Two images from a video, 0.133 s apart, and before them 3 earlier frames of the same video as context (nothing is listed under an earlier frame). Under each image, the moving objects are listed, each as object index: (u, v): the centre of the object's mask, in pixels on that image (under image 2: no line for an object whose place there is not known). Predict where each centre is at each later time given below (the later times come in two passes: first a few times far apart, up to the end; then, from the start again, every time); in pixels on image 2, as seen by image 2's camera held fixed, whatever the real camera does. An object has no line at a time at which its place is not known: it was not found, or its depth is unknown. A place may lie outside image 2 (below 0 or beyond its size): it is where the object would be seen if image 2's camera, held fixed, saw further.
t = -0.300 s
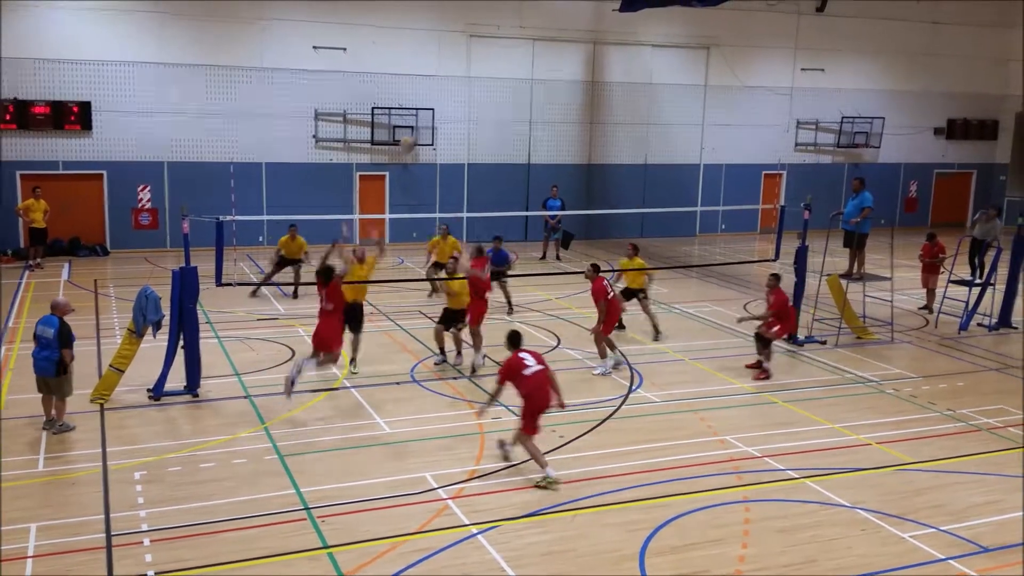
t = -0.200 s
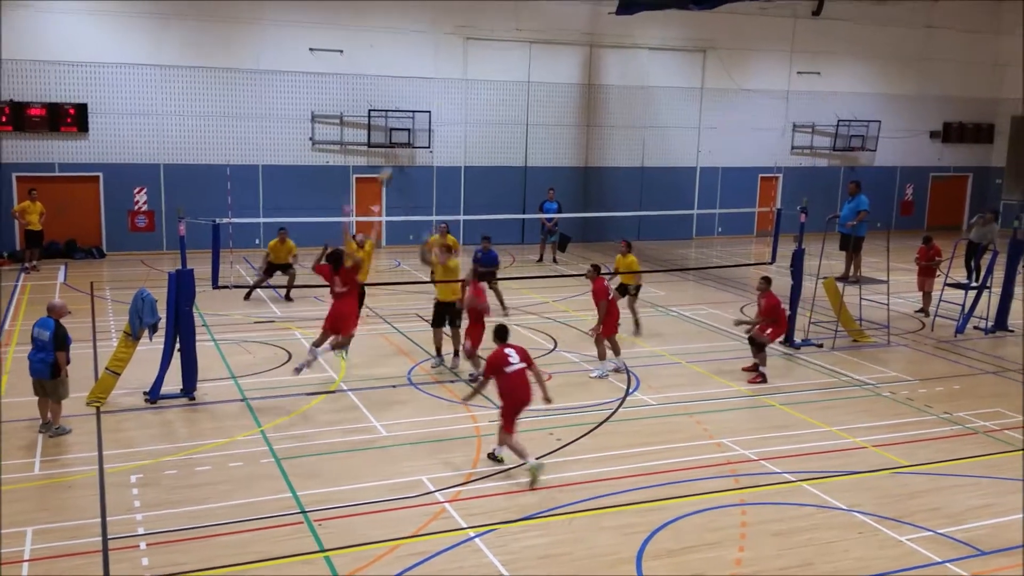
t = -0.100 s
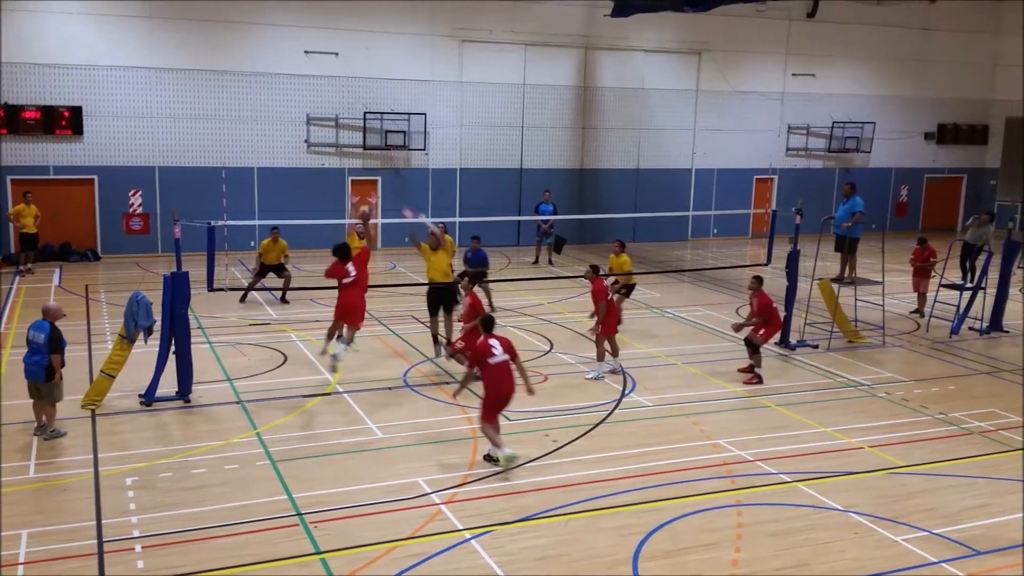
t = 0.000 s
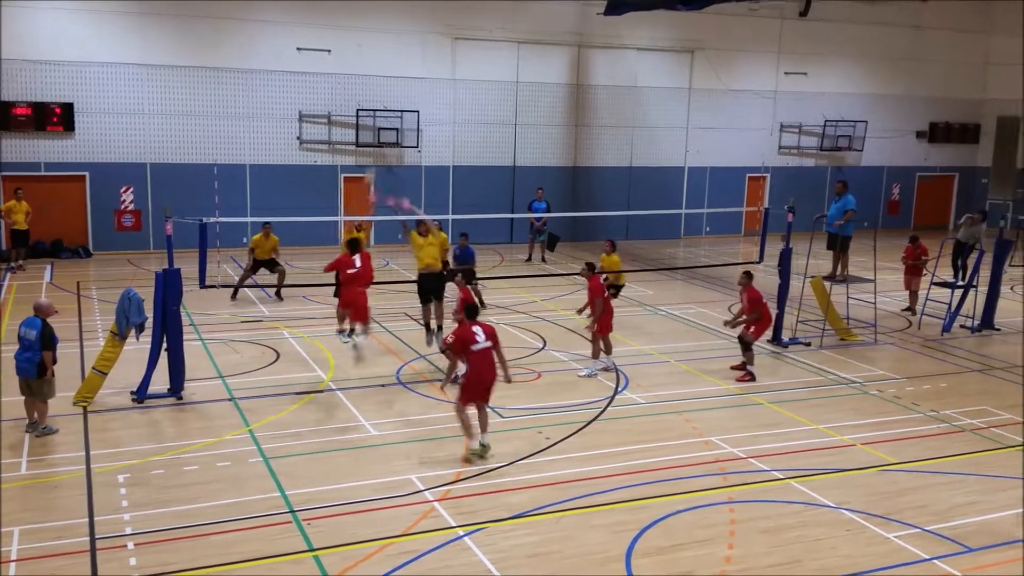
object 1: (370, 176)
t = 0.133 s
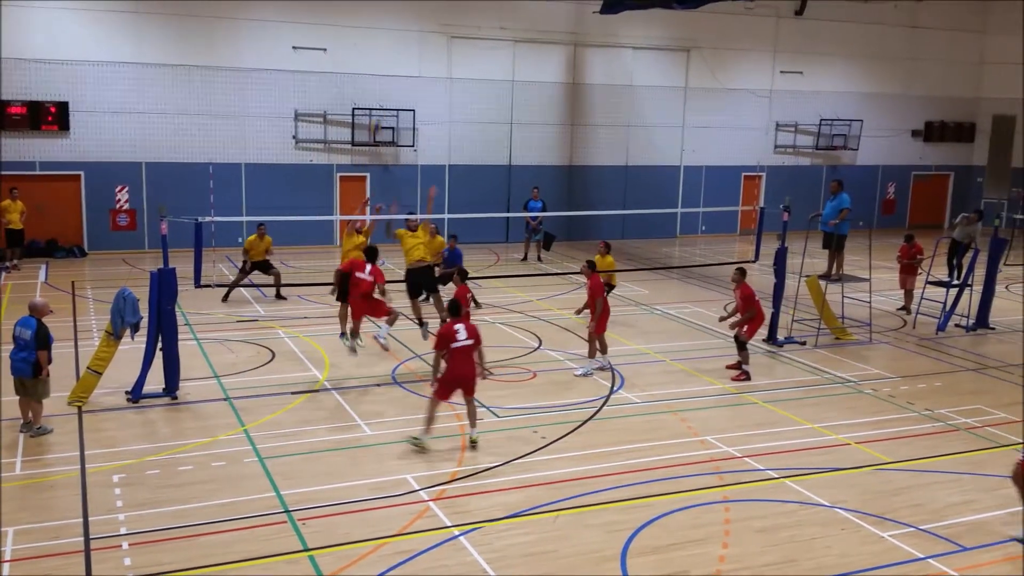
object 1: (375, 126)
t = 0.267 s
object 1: (383, 88)
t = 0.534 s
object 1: (398, 54)
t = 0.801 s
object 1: (410, 65)
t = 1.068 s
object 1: (420, 114)
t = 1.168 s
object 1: (423, 140)
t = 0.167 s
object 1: (376, 114)
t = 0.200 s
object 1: (379, 106)
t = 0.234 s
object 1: (381, 96)
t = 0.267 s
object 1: (383, 88)
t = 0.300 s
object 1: (385, 81)
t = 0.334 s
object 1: (387, 75)
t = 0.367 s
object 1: (388, 69)
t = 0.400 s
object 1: (390, 65)
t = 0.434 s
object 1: (392, 60)
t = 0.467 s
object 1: (394, 57)
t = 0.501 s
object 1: (396, 56)
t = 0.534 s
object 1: (398, 54)
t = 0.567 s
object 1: (400, 52)
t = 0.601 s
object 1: (401, 52)
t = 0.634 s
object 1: (403, 53)
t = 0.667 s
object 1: (404, 54)
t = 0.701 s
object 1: (406, 56)
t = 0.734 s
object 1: (407, 58)
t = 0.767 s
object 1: (409, 61)
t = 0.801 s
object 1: (410, 65)
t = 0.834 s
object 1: (411, 70)
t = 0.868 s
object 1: (413, 74)
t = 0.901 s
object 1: (414, 79)
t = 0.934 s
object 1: (415, 86)
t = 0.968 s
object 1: (417, 92)
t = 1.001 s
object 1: (418, 99)
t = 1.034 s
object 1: (419, 106)
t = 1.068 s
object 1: (420, 114)
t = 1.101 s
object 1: (422, 122)
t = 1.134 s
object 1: (423, 129)
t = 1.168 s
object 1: (423, 140)
